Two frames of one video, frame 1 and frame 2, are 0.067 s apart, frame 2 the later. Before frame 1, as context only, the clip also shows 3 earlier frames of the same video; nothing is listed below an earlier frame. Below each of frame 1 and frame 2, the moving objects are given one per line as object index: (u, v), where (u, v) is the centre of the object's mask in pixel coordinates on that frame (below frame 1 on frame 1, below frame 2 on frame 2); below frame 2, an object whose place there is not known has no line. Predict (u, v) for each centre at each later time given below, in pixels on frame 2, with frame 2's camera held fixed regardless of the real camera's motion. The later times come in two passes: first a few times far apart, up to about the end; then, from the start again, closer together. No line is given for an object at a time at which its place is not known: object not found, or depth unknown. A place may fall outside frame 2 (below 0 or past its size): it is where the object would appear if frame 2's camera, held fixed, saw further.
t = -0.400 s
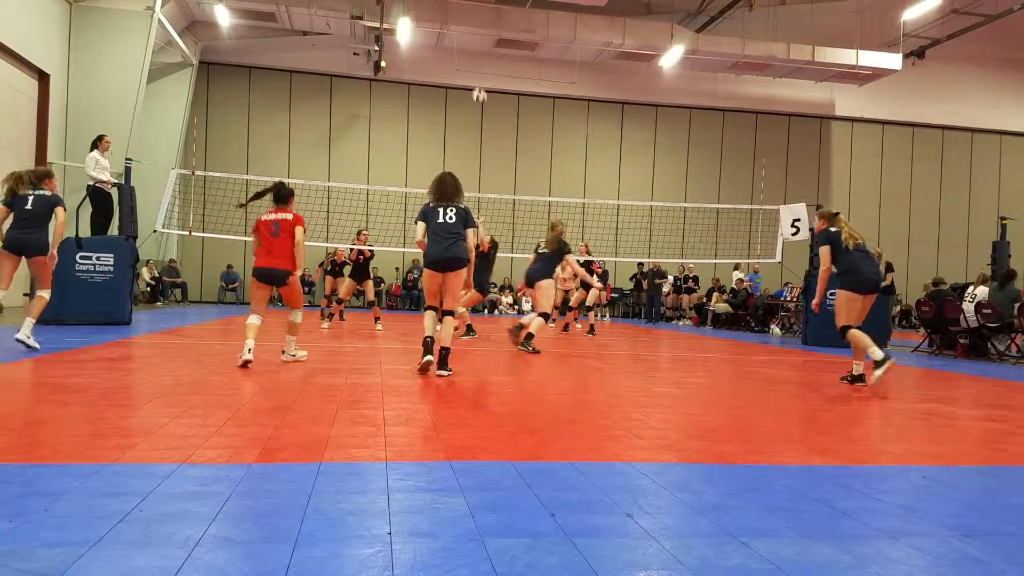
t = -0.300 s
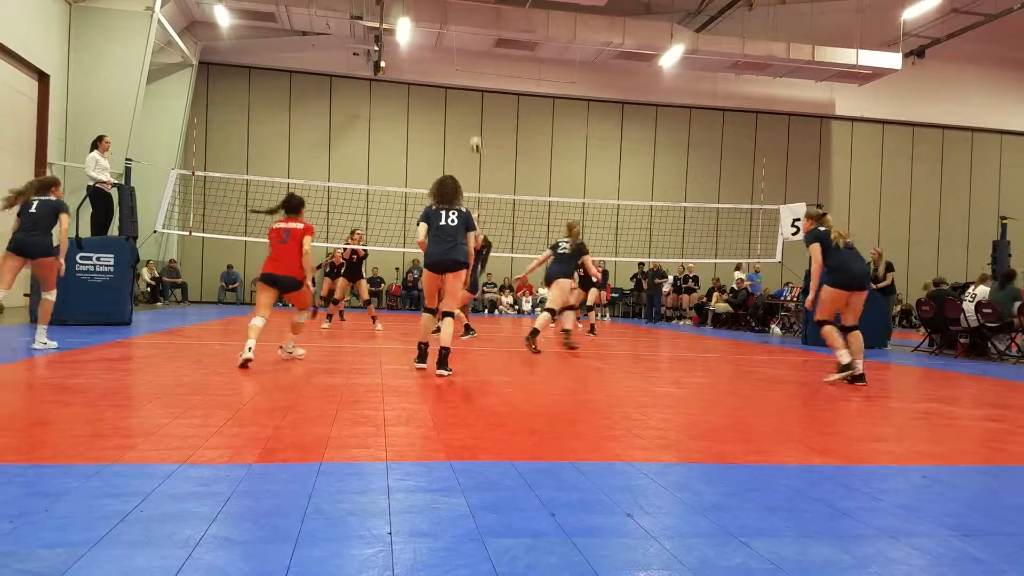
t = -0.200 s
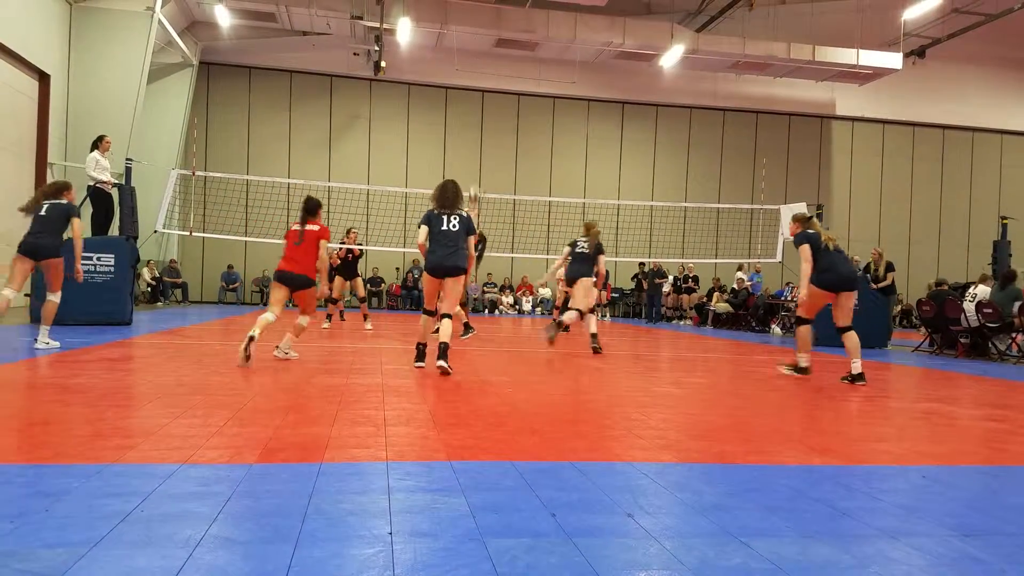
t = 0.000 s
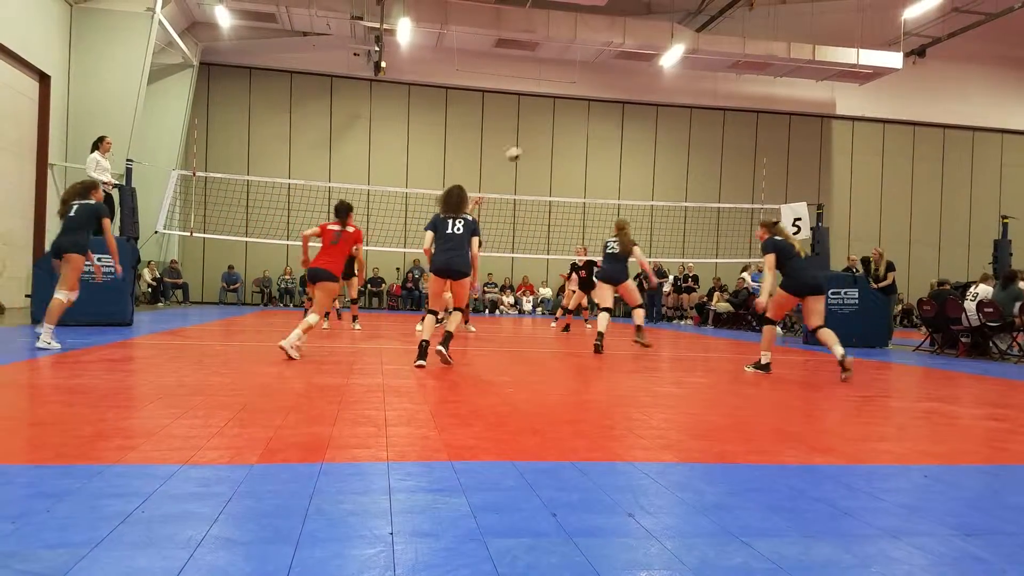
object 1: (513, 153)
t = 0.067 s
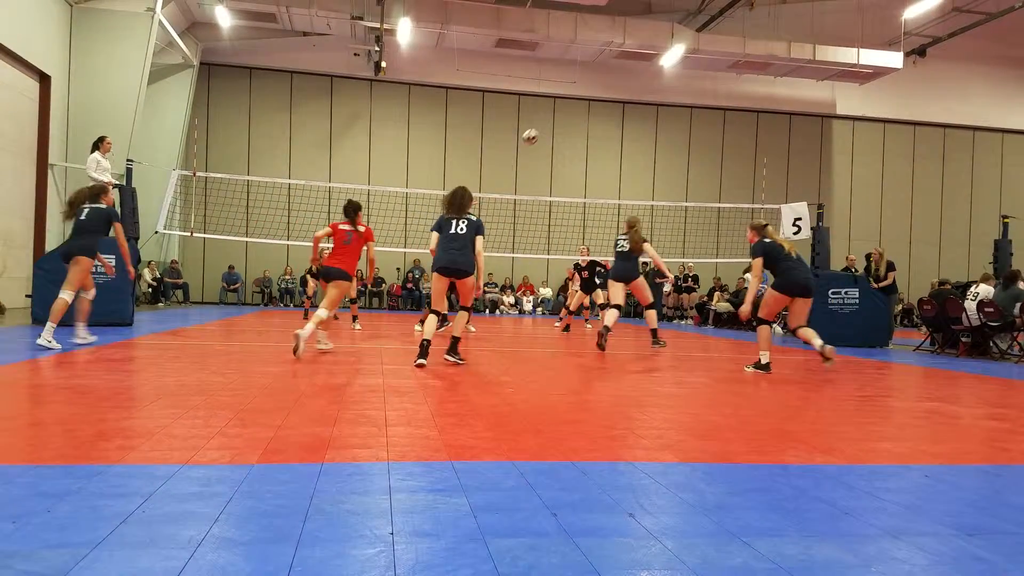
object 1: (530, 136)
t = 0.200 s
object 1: (562, 109)
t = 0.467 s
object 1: (622, 94)
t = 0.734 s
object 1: (676, 125)
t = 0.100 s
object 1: (538, 127)
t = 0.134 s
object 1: (546, 120)
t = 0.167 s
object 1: (554, 114)
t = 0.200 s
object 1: (562, 109)
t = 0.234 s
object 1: (570, 104)
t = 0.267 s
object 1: (578, 100)
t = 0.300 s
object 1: (585, 98)
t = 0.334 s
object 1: (592, 94)
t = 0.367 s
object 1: (599, 94)
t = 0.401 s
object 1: (607, 93)
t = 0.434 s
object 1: (614, 93)
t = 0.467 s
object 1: (622, 94)
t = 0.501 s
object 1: (629, 93)
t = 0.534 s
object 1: (636, 96)
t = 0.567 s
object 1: (643, 100)
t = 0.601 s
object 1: (650, 103)
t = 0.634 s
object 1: (657, 108)
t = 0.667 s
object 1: (664, 113)
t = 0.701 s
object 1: (670, 119)
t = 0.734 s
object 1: (676, 125)
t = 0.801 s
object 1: (689, 139)
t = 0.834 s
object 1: (695, 147)
